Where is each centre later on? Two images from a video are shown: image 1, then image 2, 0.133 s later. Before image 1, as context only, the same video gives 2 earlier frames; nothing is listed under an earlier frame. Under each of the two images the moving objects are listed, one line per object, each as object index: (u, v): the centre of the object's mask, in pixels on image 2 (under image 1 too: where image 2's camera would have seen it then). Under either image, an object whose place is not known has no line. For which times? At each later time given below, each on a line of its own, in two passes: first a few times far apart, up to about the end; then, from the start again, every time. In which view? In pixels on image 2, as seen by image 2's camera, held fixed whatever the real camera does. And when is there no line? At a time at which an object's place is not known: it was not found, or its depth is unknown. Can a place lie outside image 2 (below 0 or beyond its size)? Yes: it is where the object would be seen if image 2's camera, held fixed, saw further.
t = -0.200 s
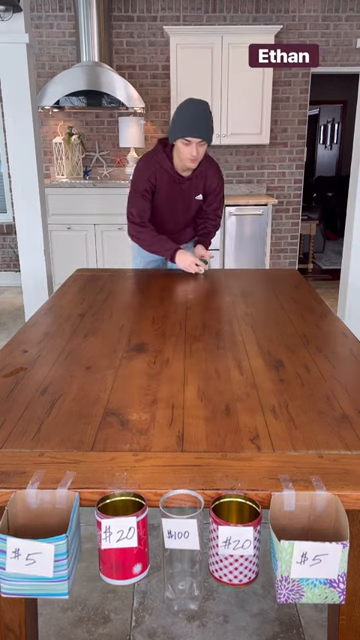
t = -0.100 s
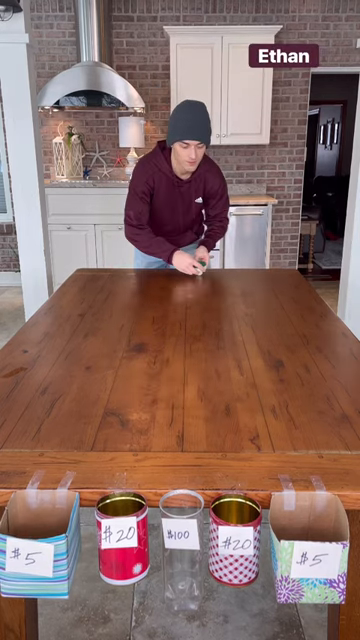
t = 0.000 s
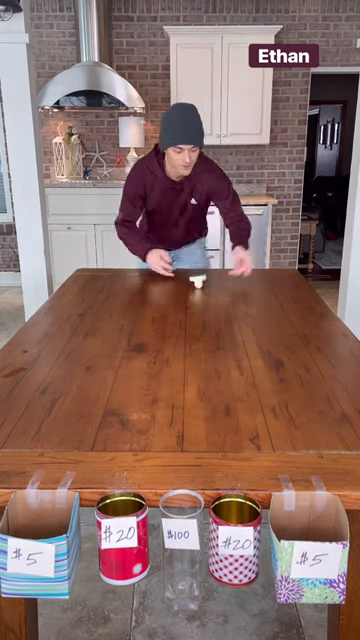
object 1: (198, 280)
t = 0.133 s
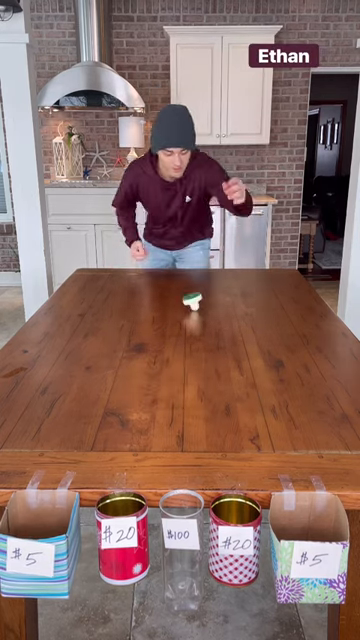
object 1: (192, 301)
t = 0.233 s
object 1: (187, 321)
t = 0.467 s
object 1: (166, 387)
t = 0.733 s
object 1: (109, 499)
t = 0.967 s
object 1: (114, 487)
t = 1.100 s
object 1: (126, 511)
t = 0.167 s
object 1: (190, 308)
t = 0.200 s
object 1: (189, 315)
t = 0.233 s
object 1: (187, 321)
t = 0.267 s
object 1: (185, 329)
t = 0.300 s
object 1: (183, 337)
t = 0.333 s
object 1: (180, 345)
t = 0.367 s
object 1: (177, 355)
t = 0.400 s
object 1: (173, 364)
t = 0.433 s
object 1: (170, 375)
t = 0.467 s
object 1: (166, 387)
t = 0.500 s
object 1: (161, 398)
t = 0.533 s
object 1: (156, 412)
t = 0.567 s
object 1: (150, 426)
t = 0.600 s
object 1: (143, 442)
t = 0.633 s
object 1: (136, 458)
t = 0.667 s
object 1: (128, 477)
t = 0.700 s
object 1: (119, 498)
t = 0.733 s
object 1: (109, 499)
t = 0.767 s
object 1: (101, 496)
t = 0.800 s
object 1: (97, 495)
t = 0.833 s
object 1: (99, 493)
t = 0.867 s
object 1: (106, 488)
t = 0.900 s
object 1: (109, 483)
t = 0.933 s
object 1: (113, 483)
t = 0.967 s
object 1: (114, 487)
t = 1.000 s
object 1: (115, 492)
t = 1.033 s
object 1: (118, 498)
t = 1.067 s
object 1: (122, 504)
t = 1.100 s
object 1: (126, 511)
